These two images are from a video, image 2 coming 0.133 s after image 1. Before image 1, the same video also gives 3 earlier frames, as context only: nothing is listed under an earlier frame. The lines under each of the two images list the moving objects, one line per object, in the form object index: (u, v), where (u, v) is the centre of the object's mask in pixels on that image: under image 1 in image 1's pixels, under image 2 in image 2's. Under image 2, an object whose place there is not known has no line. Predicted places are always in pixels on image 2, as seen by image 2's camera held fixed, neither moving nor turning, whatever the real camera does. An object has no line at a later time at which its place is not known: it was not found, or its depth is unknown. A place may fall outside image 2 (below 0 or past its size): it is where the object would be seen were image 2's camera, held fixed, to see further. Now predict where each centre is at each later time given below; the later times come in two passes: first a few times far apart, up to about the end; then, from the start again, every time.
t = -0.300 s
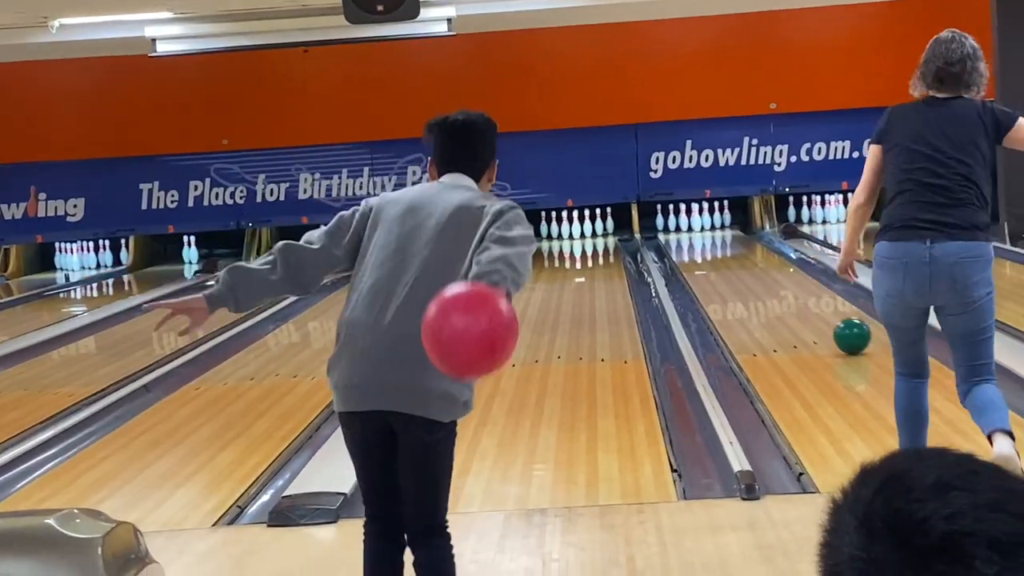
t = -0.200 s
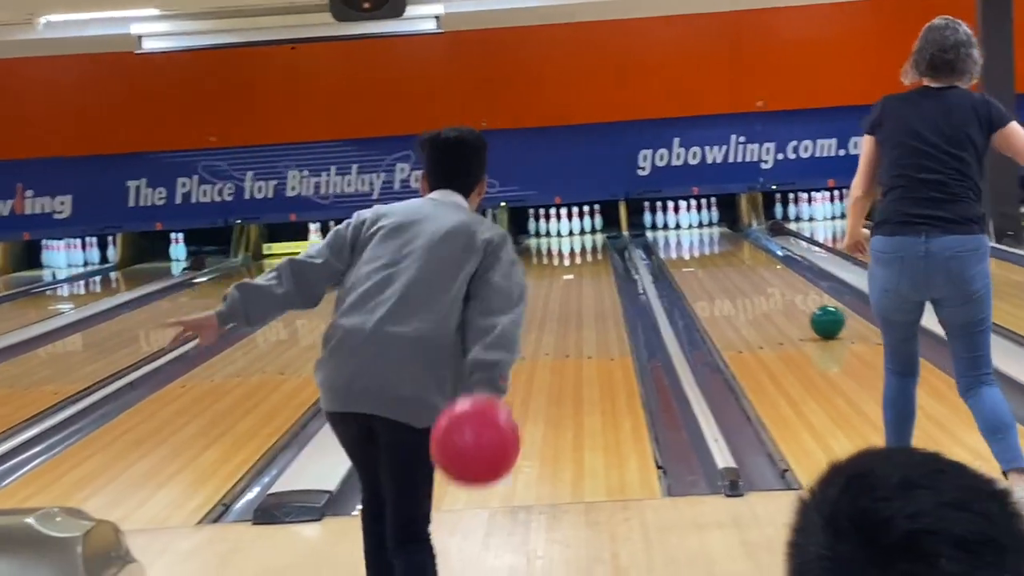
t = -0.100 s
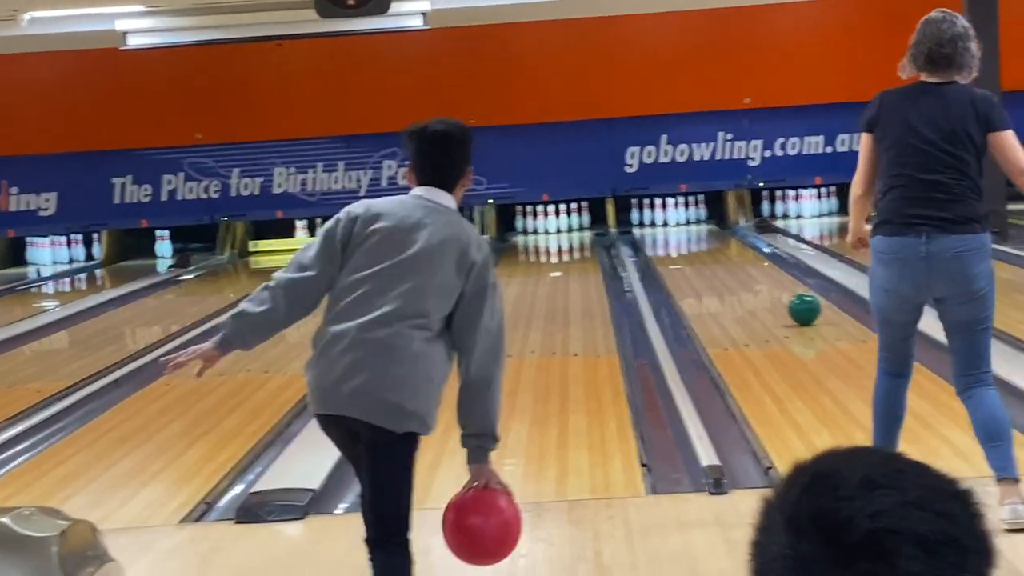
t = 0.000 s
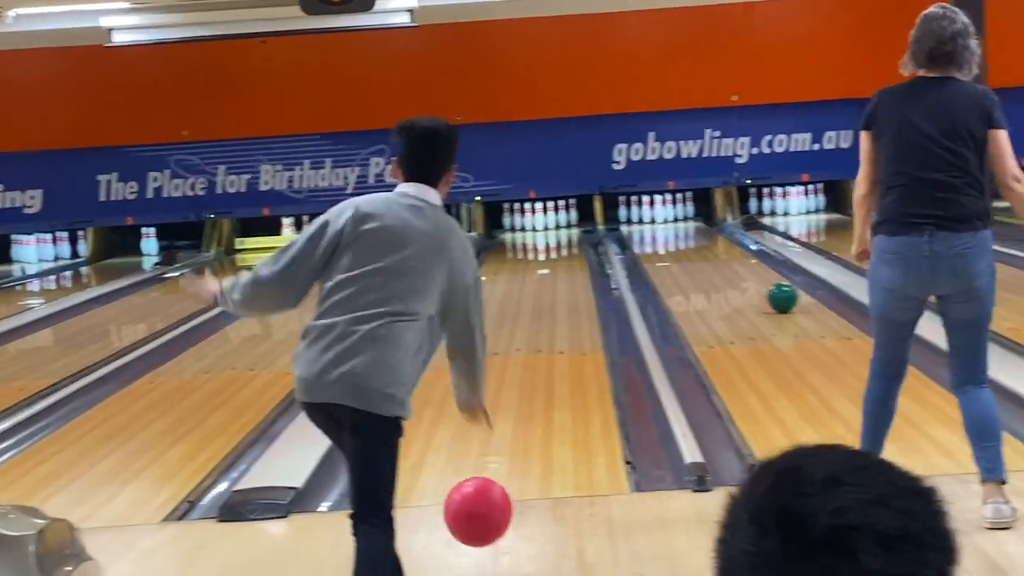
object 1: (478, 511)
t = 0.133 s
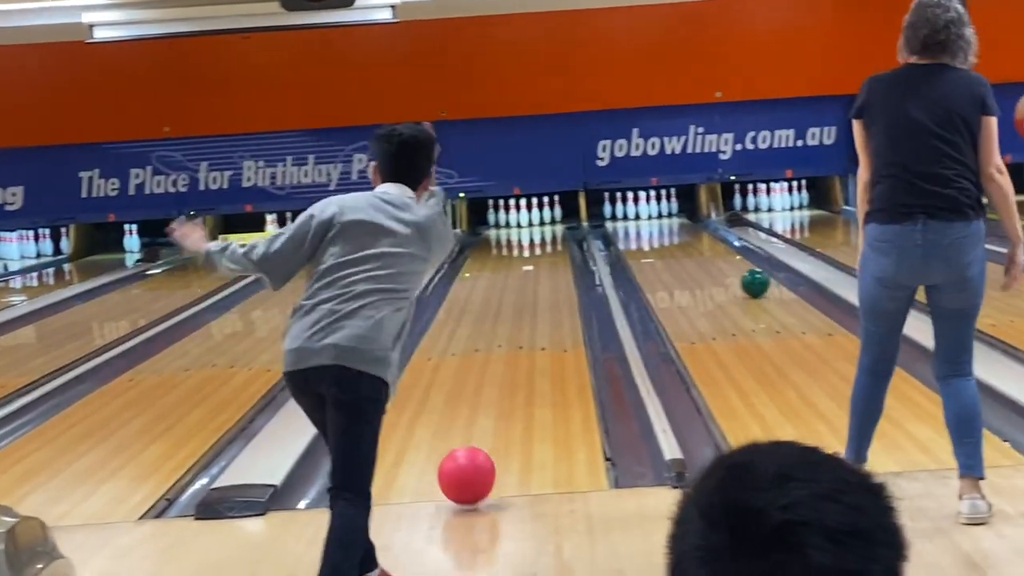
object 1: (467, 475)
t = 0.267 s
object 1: (475, 431)
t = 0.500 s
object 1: (481, 372)
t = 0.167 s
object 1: (469, 465)
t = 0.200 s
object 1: (472, 453)
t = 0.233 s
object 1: (473, 442)
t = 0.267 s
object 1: (475, 431)
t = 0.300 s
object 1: (477, 421)
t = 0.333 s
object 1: (478, 412)
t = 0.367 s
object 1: (479, 402)
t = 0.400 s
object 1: (480, 394)
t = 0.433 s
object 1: (481, 386)
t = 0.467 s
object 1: (481, 379)
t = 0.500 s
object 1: (481, 372)
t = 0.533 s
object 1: (481, 365)
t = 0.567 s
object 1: (481, 359)
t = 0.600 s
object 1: (481, 353)
